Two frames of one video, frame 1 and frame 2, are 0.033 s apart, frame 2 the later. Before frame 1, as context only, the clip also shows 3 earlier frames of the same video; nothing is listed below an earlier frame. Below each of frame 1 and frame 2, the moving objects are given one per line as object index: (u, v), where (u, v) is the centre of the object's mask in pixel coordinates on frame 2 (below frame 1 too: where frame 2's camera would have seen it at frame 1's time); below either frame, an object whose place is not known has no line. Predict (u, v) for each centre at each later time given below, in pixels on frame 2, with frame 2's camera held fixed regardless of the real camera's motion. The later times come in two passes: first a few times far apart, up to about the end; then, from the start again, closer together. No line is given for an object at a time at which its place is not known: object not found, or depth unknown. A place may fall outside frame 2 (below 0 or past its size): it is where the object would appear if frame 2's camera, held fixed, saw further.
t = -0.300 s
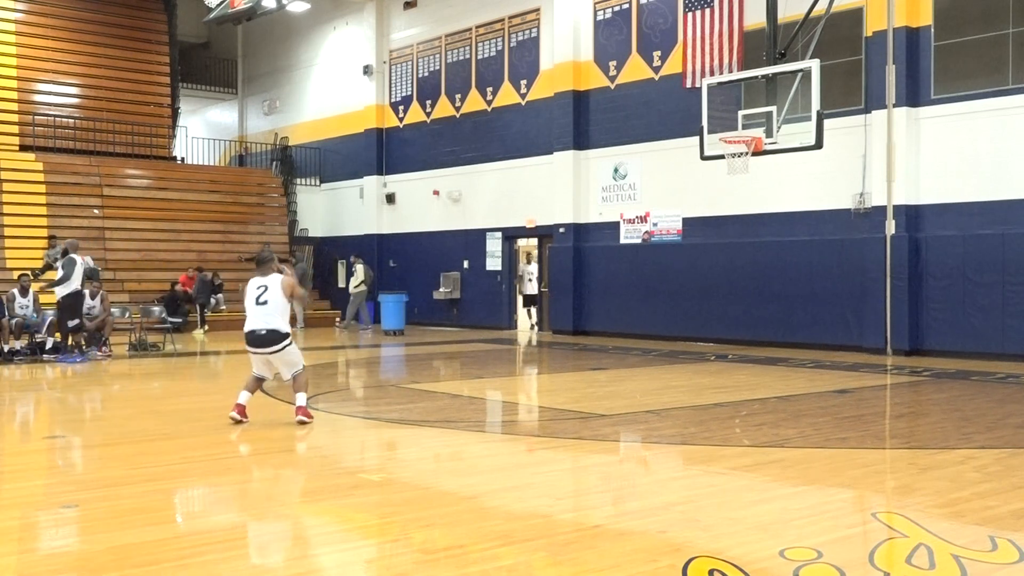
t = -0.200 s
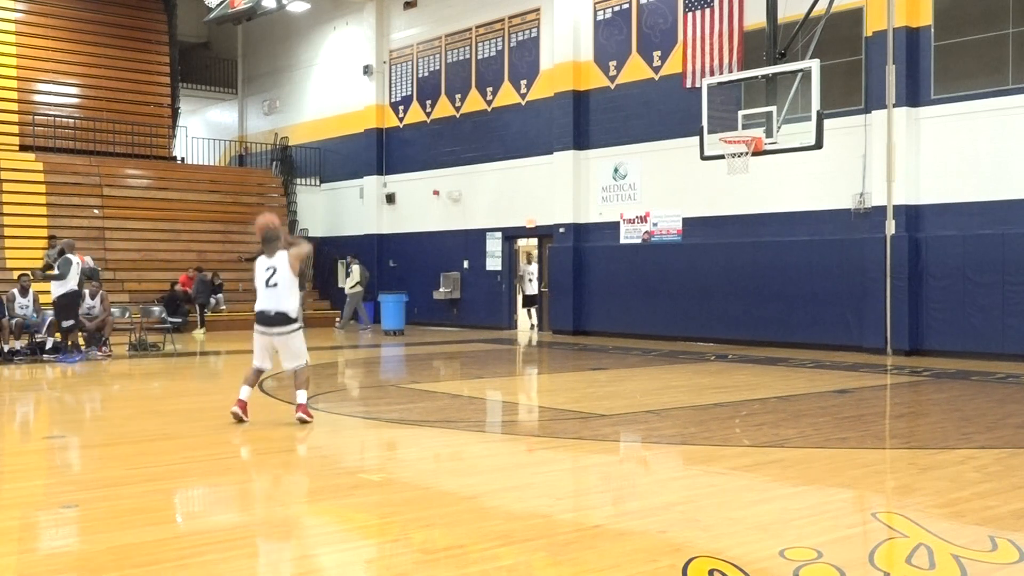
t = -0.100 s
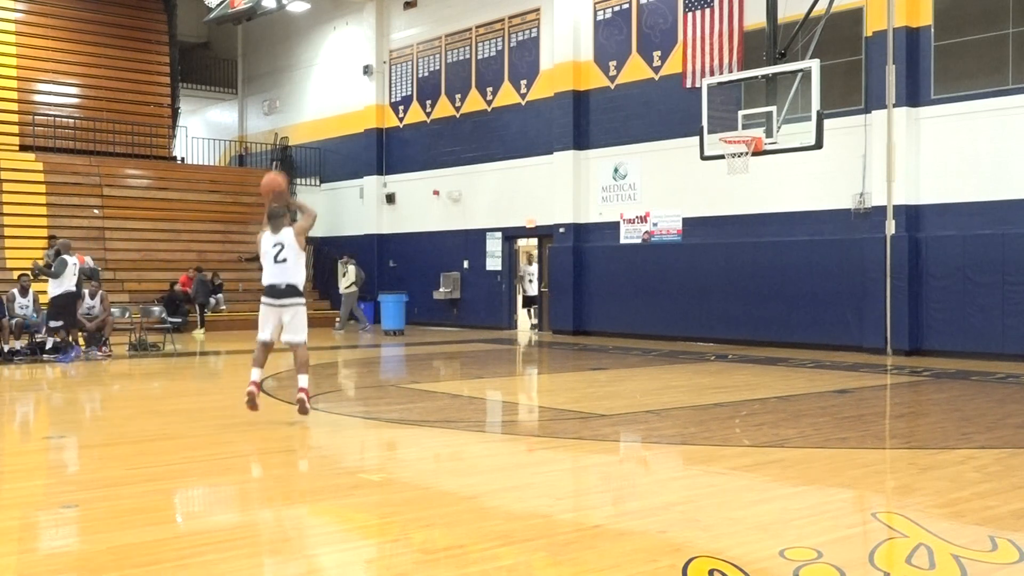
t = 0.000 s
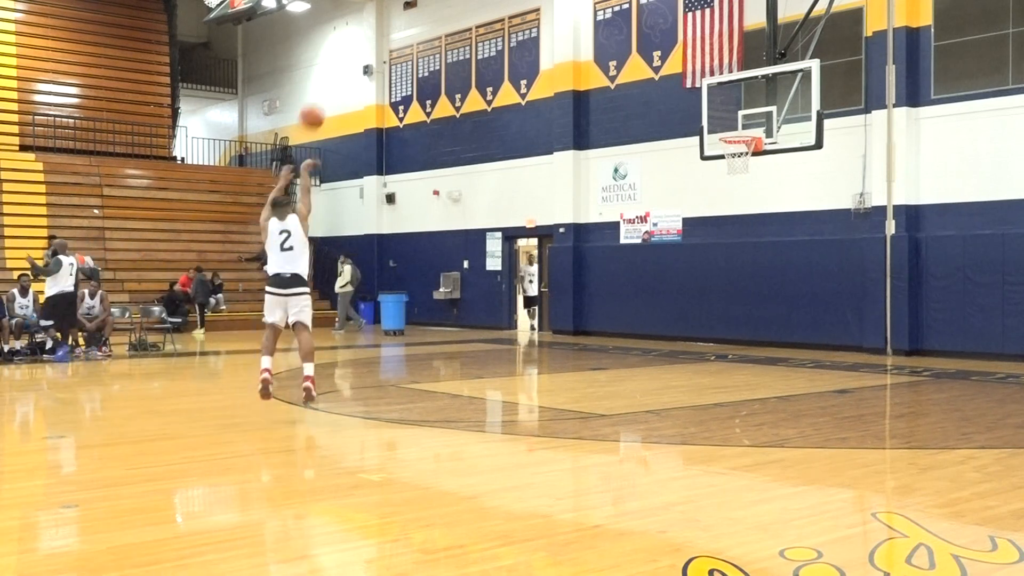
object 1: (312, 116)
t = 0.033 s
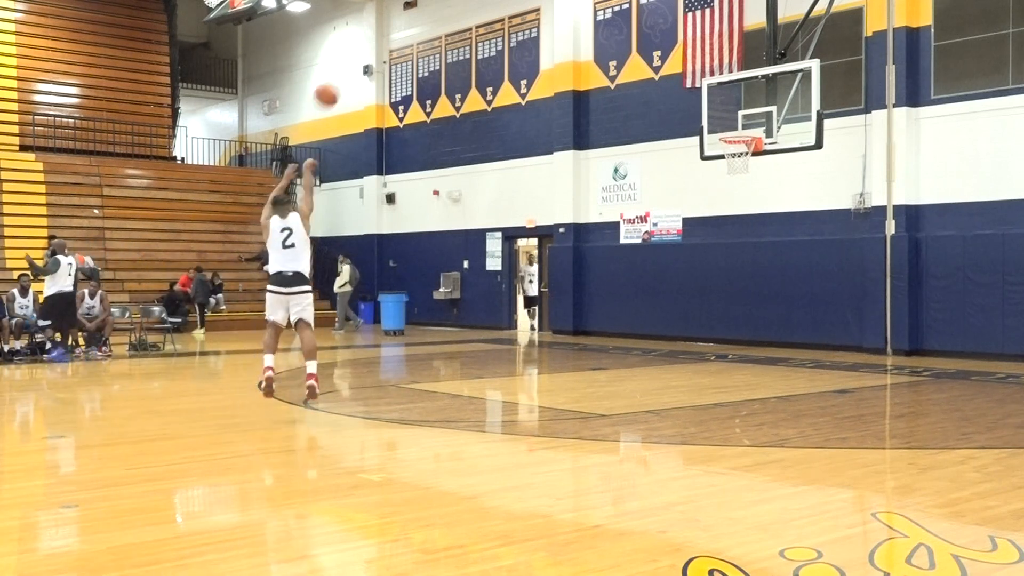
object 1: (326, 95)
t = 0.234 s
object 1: (409, 4)
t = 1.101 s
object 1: (670, 25)
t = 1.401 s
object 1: (738, 130)
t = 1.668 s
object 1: (760, 88)
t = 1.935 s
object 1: (763, 82)
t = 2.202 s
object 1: (767, 131)
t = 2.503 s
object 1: (769, 257)
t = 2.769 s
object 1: (774, 340)
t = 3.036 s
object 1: (790, 254)
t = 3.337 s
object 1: (809, 226)
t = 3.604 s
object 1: (824, 261)
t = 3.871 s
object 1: (839, 352)
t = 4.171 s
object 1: (854, 310)
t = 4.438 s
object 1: (867, 296)
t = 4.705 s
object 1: (880, 339)
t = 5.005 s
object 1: (893, 336)
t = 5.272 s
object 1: (903, 331)
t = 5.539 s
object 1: (913, 368)
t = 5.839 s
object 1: (925, 346)
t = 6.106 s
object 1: (935, 367)
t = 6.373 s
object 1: (946, 359)
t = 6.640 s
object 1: (956, 362)
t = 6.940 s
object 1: (967, 367)
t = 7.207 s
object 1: (977, 369)
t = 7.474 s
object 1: (987, 371)
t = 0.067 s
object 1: (341, 75)
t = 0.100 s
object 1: (355, 55)
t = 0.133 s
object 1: (369, 38)
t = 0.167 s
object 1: (382, 22)
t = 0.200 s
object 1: (395, 8)
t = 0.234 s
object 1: (409, 4)
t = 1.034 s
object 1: (655, 6)
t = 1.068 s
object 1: (662, 13)
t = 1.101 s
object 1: (670, 25)
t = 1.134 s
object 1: (677, 38)
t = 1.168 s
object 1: (686, 52)
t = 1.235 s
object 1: (701, 79)
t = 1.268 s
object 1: (709, 95)
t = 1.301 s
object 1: (716, 111)
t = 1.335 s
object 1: (722, 126)
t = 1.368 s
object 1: (730, 130)
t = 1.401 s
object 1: (738, 130)
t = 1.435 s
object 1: (747, 130)
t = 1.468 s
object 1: (749, 124)
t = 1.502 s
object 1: (752, 116)
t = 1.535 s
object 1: (754, 109)
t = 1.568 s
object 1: (757, 102)
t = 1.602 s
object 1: (759, 97)
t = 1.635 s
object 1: (759, 92)
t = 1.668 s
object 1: (760, 88)
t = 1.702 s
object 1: (760, 84)
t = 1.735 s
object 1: (760, 82)
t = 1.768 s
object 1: (761, 80)
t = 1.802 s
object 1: (761, 79)
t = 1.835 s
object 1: (762, 79)
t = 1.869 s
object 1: (762, 79)
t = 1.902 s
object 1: (763, 80)
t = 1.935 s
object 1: (763, 82)
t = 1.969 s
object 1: (763, 85)
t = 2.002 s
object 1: (764, 89)
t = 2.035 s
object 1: (764, 94)
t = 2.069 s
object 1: (765, 99)
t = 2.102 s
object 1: (765, 107)
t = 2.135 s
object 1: (766, 114)
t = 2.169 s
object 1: (766, 123)
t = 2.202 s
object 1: (767, 131)
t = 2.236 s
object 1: (765, 143)
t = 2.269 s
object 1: (768, 153)
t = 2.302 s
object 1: (767, 166)
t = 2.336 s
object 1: (768, 178)
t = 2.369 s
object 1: (768, 192)
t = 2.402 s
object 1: (768, 208)
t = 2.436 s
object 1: (769, 224)
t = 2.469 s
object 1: (769, 240)
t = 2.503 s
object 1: (769, 257)
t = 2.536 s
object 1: (769, 276)
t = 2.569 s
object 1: (770, 295)
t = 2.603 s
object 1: (770, 316)
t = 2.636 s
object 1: (770, 336)
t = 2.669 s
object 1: (769, 357)
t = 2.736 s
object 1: (772, 354)
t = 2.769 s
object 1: (774, 340)
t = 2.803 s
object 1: (776, 327)
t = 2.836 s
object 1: (779, 314)
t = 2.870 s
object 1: (781, 302)
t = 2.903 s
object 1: (782, 290)
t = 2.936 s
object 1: (784, 280)
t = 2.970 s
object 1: (786, 271)
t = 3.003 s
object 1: (788, 262)
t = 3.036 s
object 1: (790, 254)
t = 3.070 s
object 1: (793, 248)
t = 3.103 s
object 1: (794, 242)
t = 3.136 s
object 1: (797, 237)
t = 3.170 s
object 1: (798, 233)
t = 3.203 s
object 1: (801, 230)
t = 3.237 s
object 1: (802, 227)
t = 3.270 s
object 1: (805, 226)
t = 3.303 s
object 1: (806, 225)
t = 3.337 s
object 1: (809, 226)
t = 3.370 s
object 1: (811, 227)
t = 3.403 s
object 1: (812, 229)
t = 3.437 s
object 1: (814, 232)
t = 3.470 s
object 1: (816, 236)
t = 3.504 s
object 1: (818, 241)
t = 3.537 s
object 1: (820, 246)
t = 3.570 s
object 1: (822, 253)
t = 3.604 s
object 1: (824, 261)
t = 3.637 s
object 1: (826, 269)
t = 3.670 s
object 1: (828, 278)
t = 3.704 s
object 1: (830, 288)
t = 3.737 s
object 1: (831, 300)
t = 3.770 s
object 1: (833, 312)
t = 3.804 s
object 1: (835, 324)
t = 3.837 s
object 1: (837, 338)
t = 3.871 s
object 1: (839, 352)
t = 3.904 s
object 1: (840, 367)
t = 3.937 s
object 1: (842, 367)
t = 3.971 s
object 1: (844, 357)
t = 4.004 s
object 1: (846, 347)
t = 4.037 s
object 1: (847, 338)
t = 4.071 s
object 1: (849, 330)
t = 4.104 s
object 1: (850, 322)
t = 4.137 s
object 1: (852, 315)
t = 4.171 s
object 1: (854, 310)
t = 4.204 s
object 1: (856, 305)
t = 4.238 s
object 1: (858, 301)
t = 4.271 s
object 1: (859, 298)
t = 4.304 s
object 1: (861, 296)
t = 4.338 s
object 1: (862, 295)
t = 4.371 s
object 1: (864, 294)
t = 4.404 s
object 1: (866, 295)
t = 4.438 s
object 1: (867, 296)
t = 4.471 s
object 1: (869, 298)
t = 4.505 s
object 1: (871, 301)
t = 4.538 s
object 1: (872, 305)
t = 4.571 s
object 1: (874, 310)
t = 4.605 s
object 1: (876, 316)
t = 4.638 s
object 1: (877, 323)
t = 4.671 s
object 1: (879, 330)
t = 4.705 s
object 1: (880, 339)
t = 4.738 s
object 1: (882, 348)
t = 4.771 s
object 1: (884, 359)
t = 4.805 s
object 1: (885, 369)
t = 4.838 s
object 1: (887, 368)
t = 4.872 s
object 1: (888, 361)
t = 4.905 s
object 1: (889, 353)
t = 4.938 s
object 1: (891, 346)
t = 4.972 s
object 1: (892, 341)
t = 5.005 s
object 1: (893, 336)
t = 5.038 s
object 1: (894, 333)
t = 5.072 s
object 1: (896, 330)
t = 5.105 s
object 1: (897, 328)
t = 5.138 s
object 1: (898, 327)
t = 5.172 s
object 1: (899, 326)
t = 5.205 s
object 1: (901, 327)
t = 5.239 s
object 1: (901, 328)
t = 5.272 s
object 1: (903, 331)
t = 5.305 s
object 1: (904, 334)
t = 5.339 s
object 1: (905, 338)
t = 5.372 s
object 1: (907, 344)
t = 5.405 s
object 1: (908, 349)
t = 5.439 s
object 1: (909, 356)
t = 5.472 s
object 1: (910, 364)
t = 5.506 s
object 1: (911, 372)
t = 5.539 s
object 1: (913, 368)
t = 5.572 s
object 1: (914, 363)
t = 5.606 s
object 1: (916, 358)
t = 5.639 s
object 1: (917, 353)
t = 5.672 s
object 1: (918, 349)
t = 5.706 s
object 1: (920, 347)
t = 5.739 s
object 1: (921, 345)
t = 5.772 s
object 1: (922, 345)
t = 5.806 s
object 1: (924, 345)
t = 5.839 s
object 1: (925, 346)
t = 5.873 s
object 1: (926, 347)
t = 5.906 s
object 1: (928, 350)
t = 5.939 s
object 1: (929, 354)
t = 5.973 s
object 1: (931, 357)
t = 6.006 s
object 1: (931, 364)
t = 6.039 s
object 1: (933, 370)
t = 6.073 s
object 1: (934, 371)
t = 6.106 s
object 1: (935, 367)
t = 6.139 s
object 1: (937, 364)
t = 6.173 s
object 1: (938, 359)
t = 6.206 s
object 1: (940, 357)
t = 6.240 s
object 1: (941, 355)
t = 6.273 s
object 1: (942, 355)
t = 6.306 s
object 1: (943, 355)
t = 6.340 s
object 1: (945, 356)
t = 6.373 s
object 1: (946, 359)
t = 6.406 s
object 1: (947, 361)
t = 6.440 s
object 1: (948, 365)
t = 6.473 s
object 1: (949, 371)
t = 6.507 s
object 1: (950, 373)
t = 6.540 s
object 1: (951, 369)
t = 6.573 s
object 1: (953, 366)
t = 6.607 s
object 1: (954, 364)
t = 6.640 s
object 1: (956, 362)
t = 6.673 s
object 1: (957, 362)
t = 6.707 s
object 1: (958, 362)
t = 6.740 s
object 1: (959, 364)
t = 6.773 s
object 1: (962, 366)
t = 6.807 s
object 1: (962, 369)
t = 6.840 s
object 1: (964, 373)
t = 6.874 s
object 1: (964, 371)
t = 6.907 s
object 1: (966, 369)
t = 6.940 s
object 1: (967, 367)
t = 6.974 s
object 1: (968, 367)
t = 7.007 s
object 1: (969, 367)
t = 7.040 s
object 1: (970, 367)
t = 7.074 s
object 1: (971, 369)
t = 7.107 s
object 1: (972, 371)
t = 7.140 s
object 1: (974, 373)
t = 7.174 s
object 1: (975, 371)
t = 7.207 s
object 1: (977, 369)
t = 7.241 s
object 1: (977, 369)
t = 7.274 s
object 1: (979, 369)
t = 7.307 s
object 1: (980, 370)
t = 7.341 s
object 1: (982, 372)
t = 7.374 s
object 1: (983, 373)
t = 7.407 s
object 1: (984, 372)
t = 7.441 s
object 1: (986, 371)
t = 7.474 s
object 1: (987, 371)
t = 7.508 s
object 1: (989, 371)
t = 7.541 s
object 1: (990, 373)
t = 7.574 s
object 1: (992, 373)
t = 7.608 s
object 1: (992, 373)
